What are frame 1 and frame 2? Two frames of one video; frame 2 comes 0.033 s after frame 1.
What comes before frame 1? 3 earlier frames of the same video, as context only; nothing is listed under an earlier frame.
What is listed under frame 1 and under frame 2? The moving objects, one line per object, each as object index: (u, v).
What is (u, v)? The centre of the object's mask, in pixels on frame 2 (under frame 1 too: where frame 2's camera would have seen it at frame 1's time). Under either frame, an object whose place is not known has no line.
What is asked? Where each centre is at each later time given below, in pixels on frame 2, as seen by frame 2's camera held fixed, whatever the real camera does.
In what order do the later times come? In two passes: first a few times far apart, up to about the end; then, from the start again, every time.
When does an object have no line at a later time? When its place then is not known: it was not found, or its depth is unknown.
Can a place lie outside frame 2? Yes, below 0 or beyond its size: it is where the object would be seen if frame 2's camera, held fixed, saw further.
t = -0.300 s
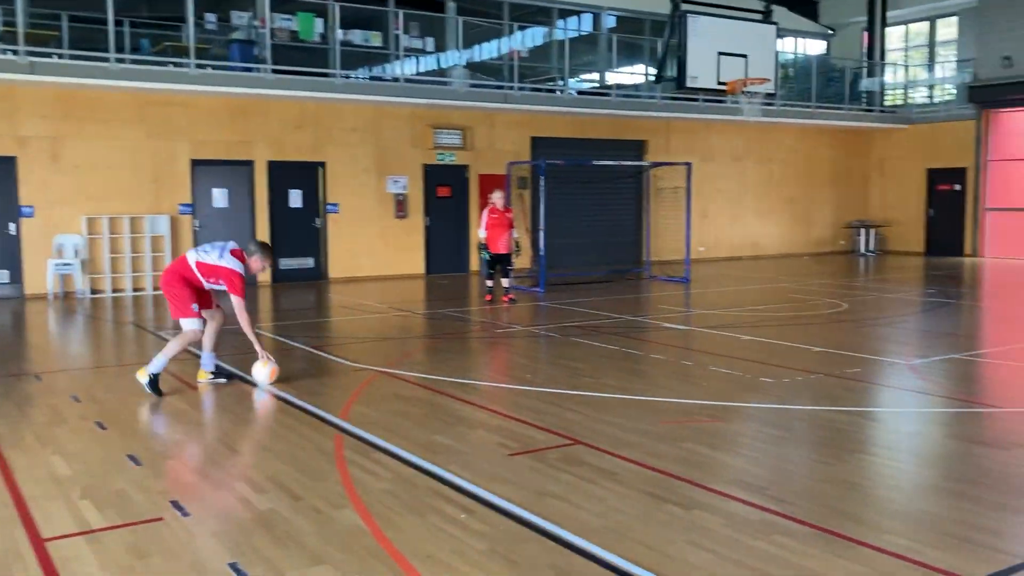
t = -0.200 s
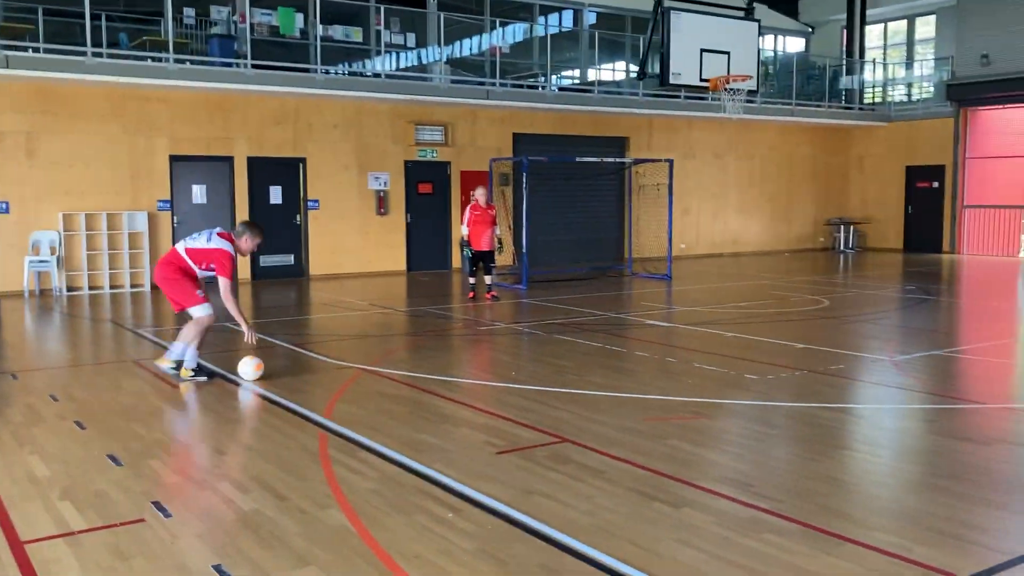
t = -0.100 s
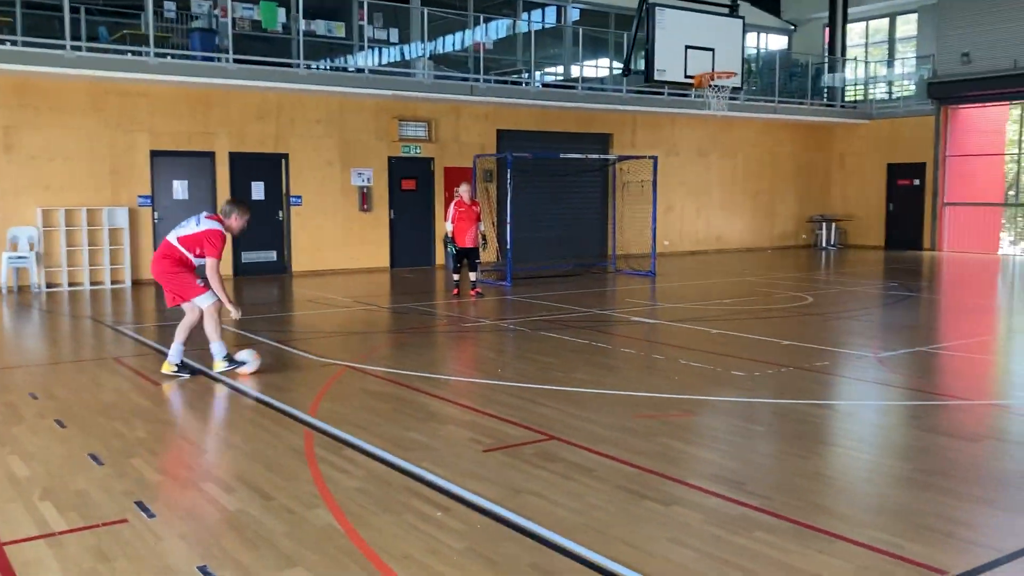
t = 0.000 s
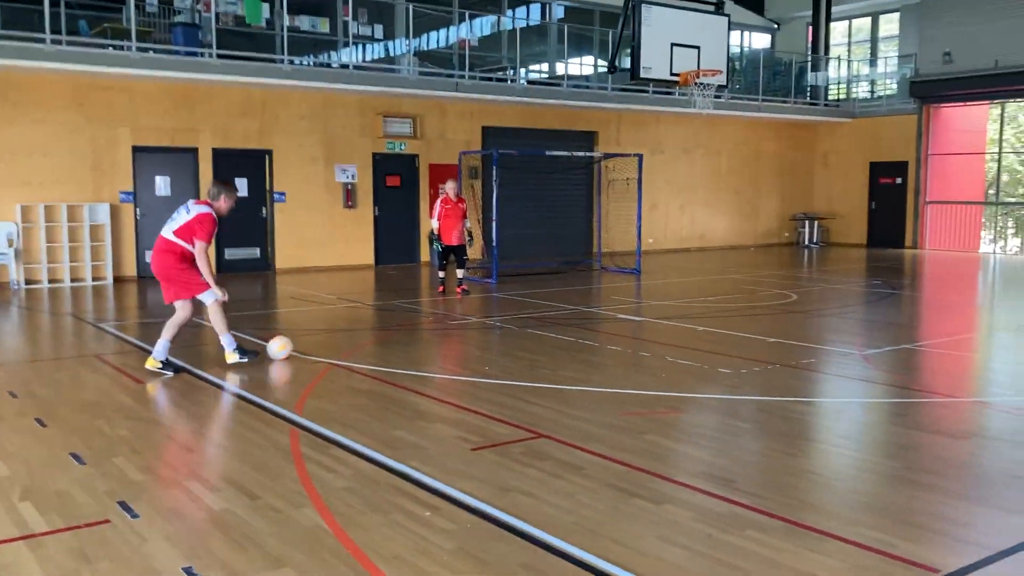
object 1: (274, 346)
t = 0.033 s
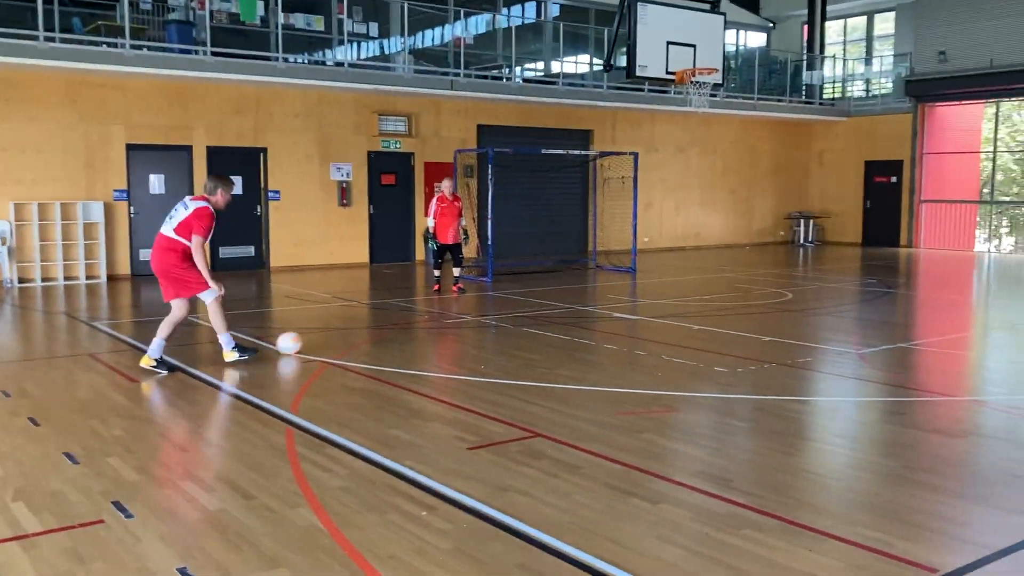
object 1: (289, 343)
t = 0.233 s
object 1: (356, 326)
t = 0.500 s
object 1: (413, 311)
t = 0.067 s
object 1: (302, 340)
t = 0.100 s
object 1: (315, 337)
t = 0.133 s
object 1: (326, 334)
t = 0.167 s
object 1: (337, 331)
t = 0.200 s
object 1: (347, 328)
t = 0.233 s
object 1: (356, 326)
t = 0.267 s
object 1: (364, 324)
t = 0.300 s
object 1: (373, 322)
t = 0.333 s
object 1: (381, 320)
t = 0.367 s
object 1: (388, 318)
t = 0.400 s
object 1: (395, 316)
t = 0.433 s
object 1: (401, 314)
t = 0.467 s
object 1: (408, 313)
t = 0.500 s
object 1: (413, 311)
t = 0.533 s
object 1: (419, 310)
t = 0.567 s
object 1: (424, 309)
